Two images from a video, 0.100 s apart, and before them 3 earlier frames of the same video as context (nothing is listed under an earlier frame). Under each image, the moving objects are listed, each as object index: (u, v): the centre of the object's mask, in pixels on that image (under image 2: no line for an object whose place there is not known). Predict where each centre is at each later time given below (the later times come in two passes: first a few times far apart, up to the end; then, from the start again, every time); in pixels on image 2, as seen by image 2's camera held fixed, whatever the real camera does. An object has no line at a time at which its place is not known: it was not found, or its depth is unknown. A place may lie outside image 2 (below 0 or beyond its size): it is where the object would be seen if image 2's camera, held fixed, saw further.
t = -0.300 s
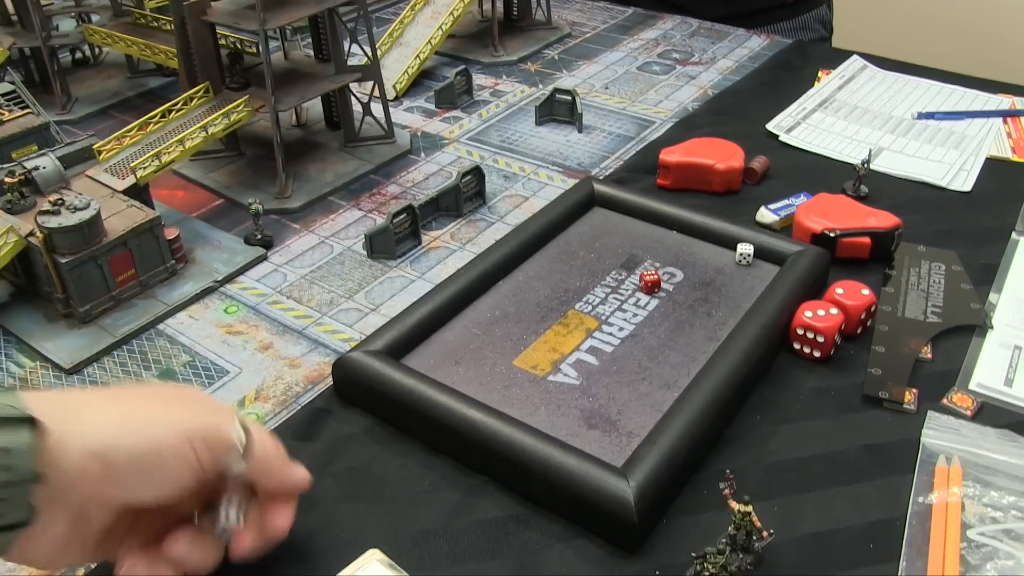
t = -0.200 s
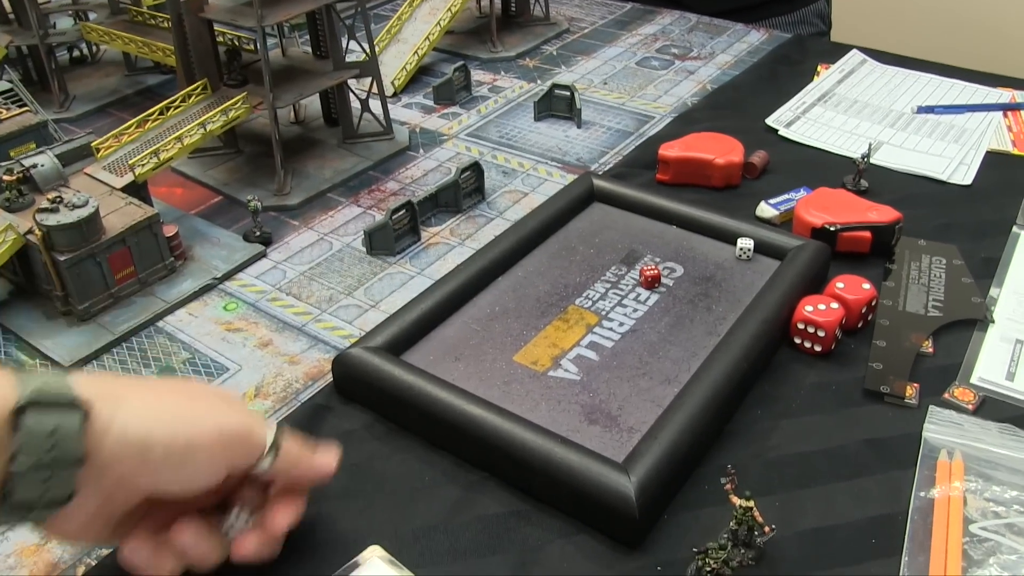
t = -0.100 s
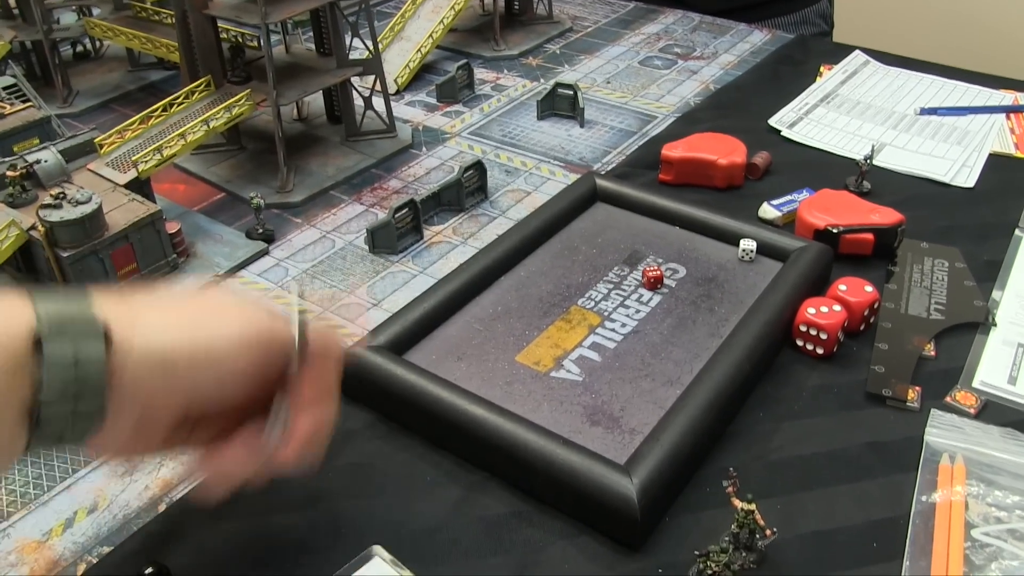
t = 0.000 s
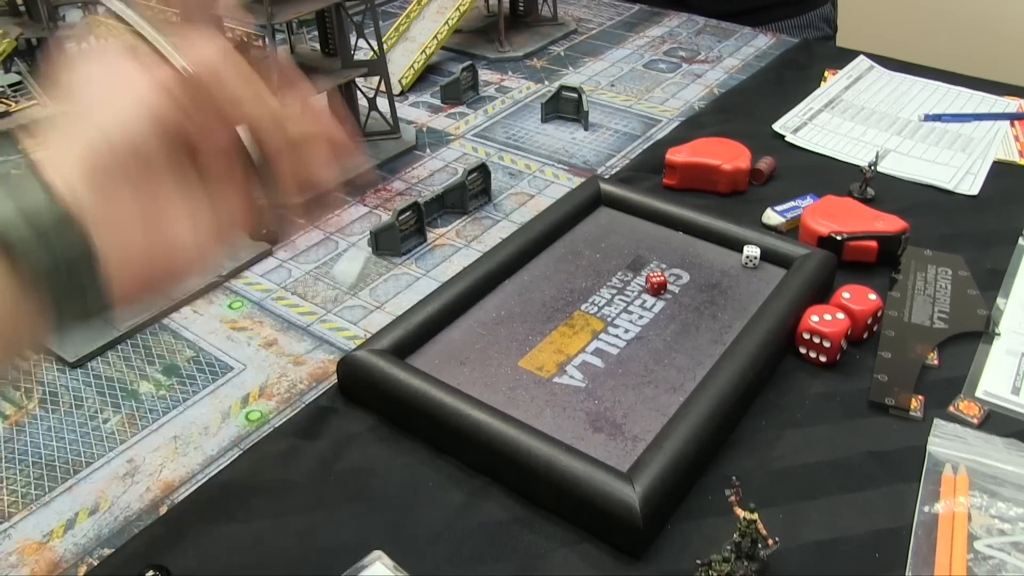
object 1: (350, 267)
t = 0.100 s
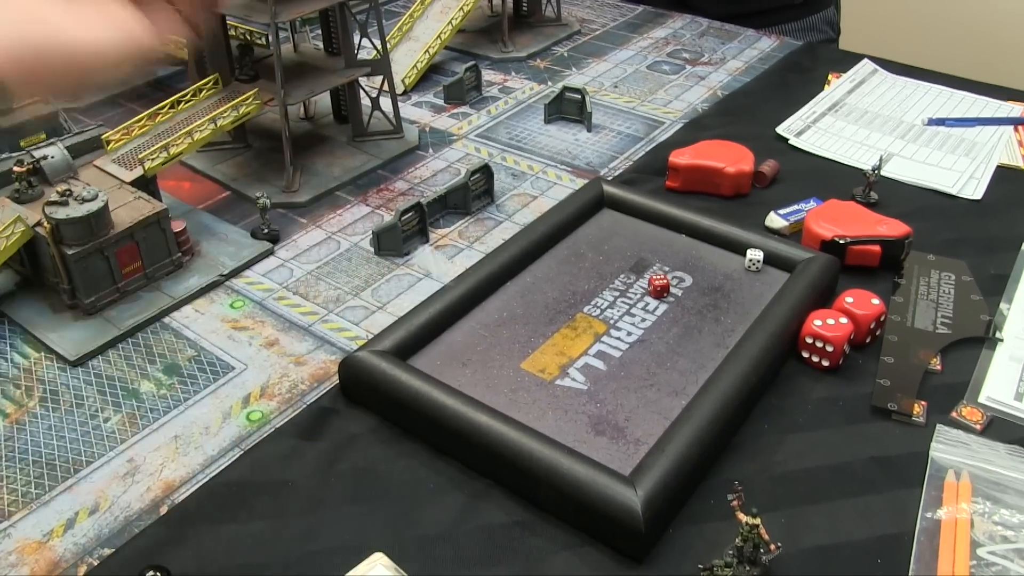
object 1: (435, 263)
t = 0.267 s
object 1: (525, 279)
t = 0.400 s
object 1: (594, 277)
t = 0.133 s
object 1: (460, 299)
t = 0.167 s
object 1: (479, 321)
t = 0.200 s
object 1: (496, 298)
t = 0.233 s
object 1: (512, 283)
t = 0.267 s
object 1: (525, 279)
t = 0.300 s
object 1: (540, 289)
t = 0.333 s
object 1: (557, 284)
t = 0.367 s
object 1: (576, 280)
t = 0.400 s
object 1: (594, 277)
